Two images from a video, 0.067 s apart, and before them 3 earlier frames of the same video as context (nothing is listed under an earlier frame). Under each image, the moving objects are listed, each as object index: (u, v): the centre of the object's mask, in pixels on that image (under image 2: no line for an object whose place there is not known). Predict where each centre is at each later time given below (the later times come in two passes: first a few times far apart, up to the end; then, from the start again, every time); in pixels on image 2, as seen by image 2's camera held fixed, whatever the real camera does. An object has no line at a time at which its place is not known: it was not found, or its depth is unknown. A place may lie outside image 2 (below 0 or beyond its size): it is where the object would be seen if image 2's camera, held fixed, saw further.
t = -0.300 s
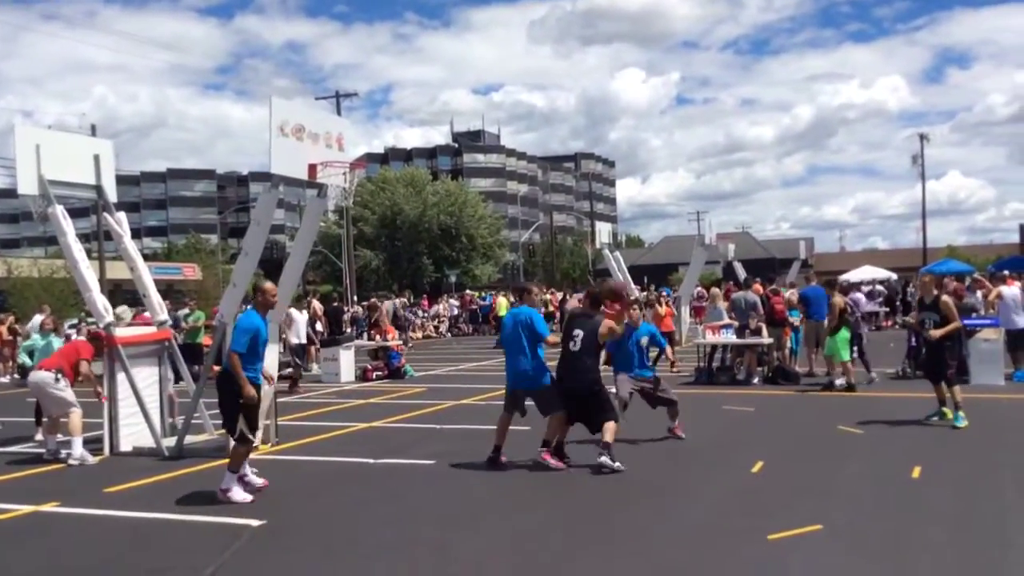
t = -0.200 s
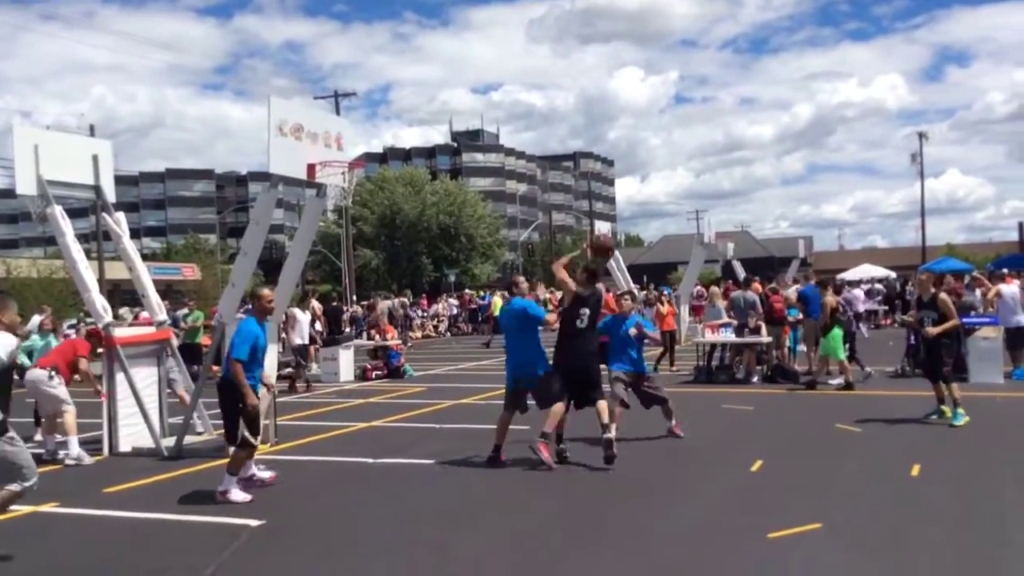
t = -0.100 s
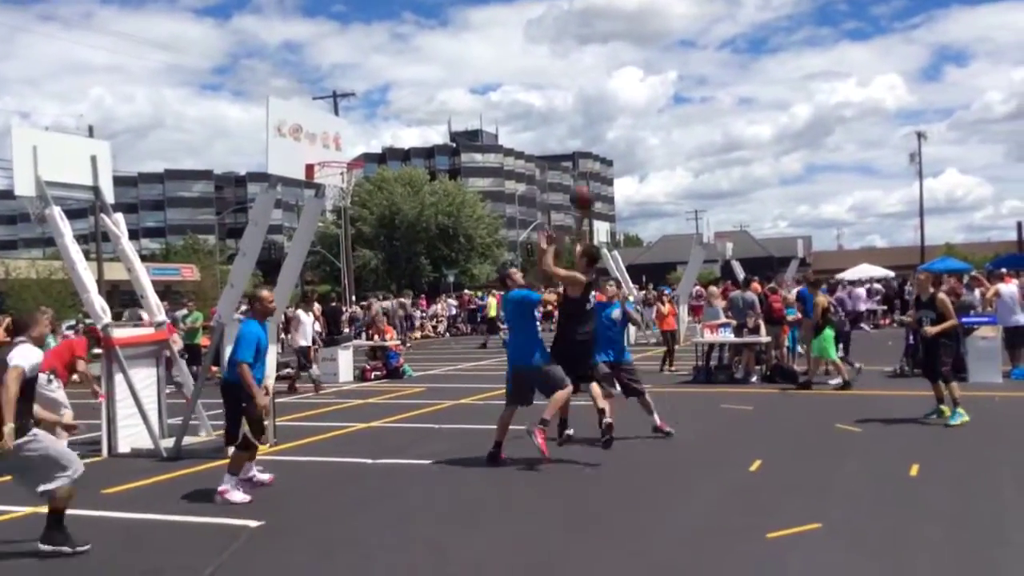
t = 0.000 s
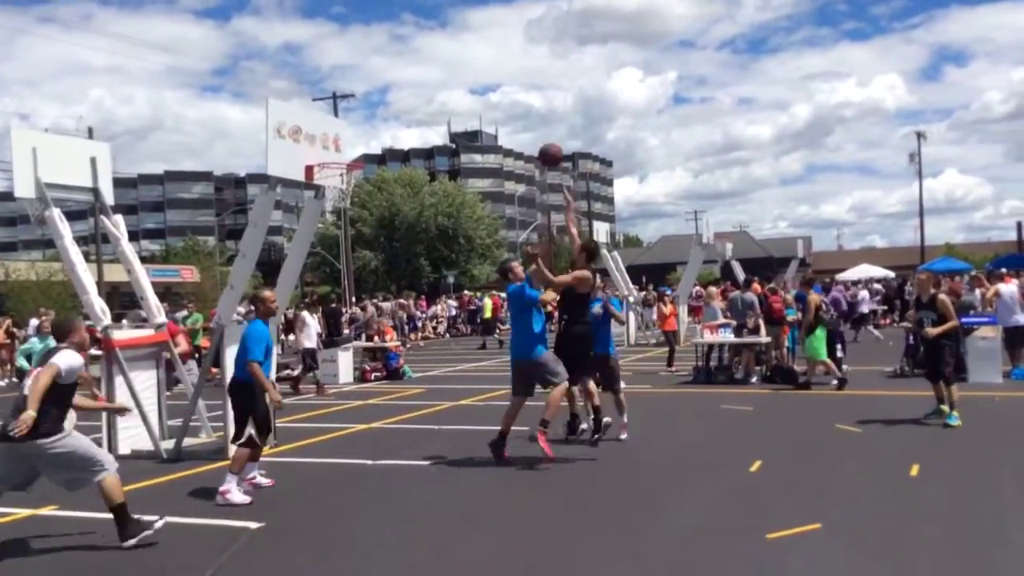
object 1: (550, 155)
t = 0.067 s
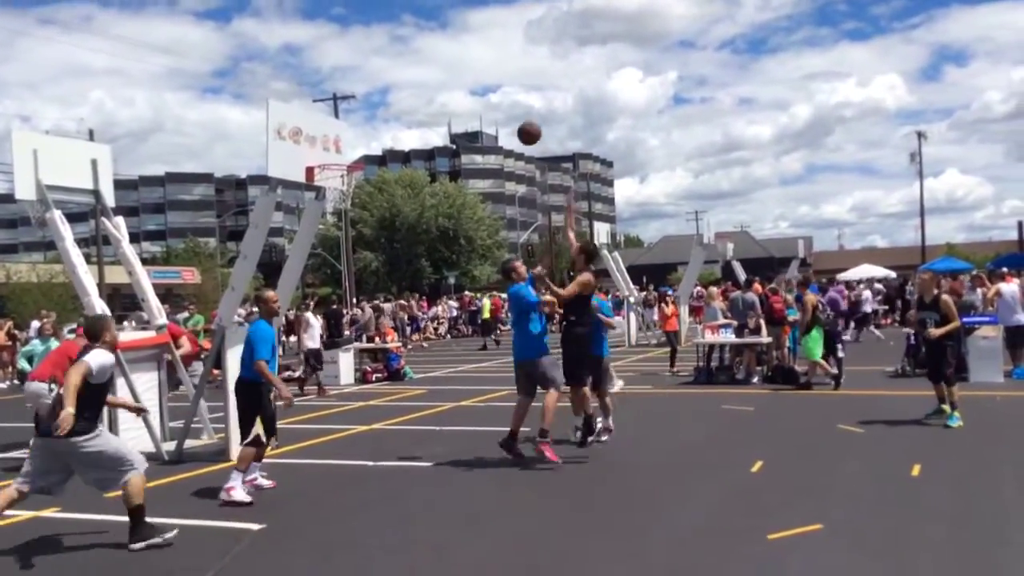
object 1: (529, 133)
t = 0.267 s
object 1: (467, 92)
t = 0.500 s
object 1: (399, 95)
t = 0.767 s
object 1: (329, 160)
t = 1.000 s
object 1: (329, 150)
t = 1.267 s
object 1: (336, 152)
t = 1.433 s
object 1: (342, 186)
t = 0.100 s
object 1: (518, 123)
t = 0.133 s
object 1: (508, 115)
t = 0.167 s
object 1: (497, 108)
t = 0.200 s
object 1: (487, 101)
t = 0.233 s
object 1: (477, 96)
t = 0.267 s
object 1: (467, 92)
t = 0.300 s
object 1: (456, 90)
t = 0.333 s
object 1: (447, 88)
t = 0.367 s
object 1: (437, 87)
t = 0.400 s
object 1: (427, 87)
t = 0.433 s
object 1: (418, 89)
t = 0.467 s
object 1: (408, 91)
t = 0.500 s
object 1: (399, 95)
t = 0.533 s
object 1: (390, 100)
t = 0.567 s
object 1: (381, 105)
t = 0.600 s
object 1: (372, 112)
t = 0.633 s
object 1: (363, 120)
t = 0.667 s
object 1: (354, 128)
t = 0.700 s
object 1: (346, 138)
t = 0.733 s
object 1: (337, 148)
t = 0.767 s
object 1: (329, 160)
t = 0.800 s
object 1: (337, 163)
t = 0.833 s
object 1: (350, 165)
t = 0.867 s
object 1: (347, 163)
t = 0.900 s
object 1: (338, 160)
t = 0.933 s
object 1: (329, 158)
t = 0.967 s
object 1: (328, 153)
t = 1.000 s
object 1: (329, 150)
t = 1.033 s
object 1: (330, 146)
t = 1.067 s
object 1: (330, 144)
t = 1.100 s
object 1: (331, 143)
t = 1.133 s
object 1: (332, 143)
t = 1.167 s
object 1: (333, 143)
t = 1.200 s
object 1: (334, 145)
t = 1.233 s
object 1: (335, 148)
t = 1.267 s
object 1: (336, 152)
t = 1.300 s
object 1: (337, 157)
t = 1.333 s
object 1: (338, 163)
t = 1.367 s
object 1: (340, 171)
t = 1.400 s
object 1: (342, 178)
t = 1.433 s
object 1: (342, 186)
